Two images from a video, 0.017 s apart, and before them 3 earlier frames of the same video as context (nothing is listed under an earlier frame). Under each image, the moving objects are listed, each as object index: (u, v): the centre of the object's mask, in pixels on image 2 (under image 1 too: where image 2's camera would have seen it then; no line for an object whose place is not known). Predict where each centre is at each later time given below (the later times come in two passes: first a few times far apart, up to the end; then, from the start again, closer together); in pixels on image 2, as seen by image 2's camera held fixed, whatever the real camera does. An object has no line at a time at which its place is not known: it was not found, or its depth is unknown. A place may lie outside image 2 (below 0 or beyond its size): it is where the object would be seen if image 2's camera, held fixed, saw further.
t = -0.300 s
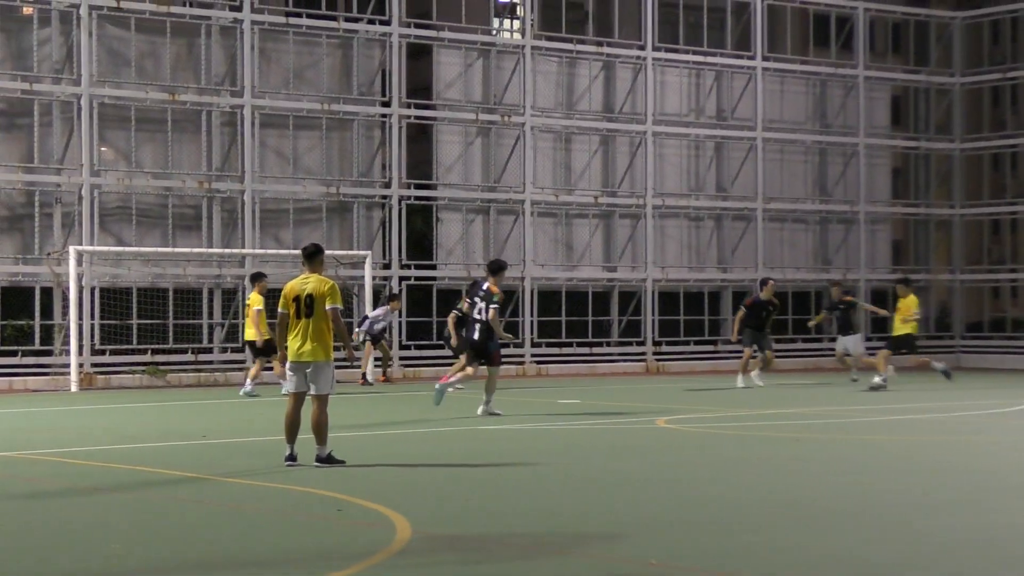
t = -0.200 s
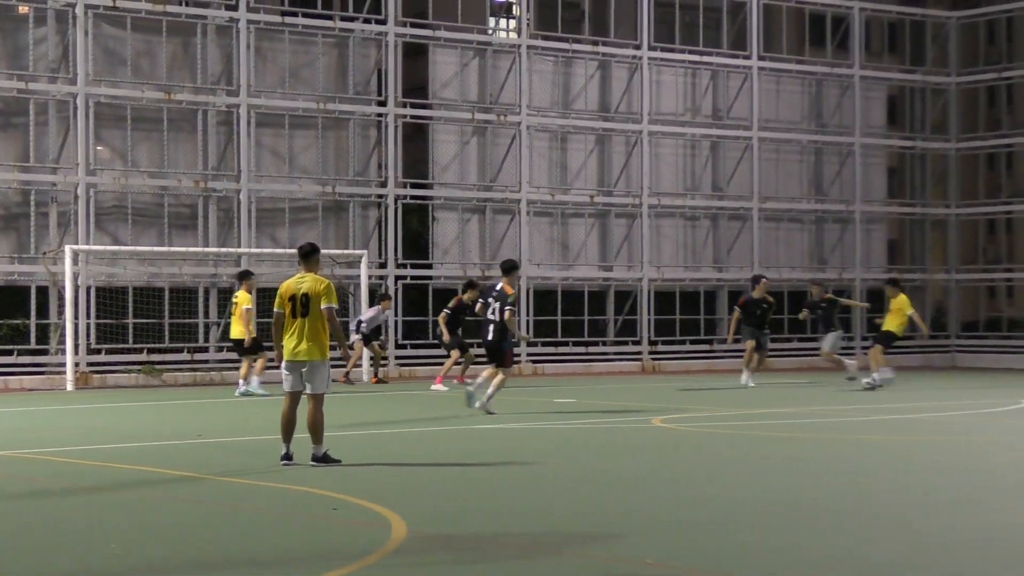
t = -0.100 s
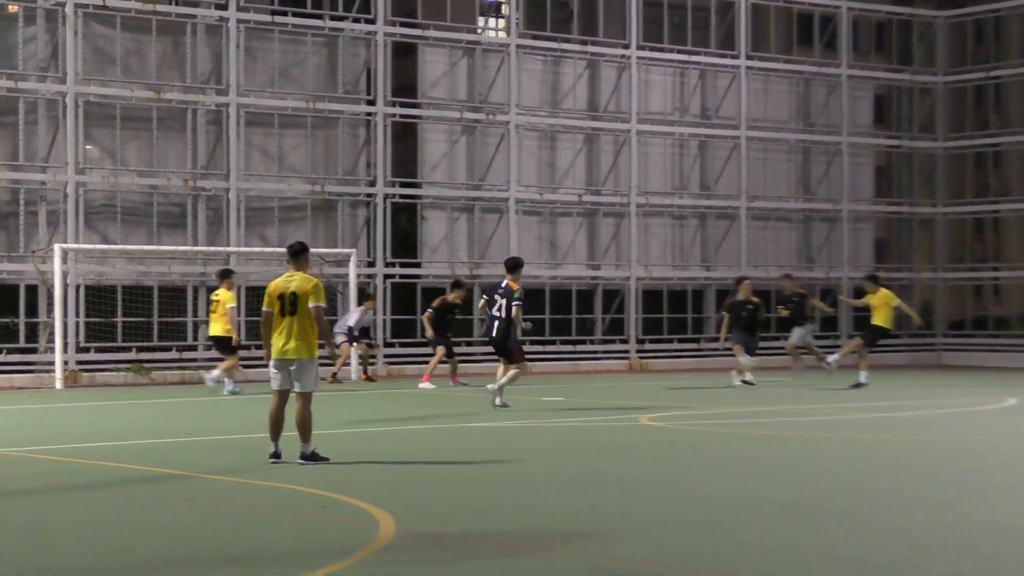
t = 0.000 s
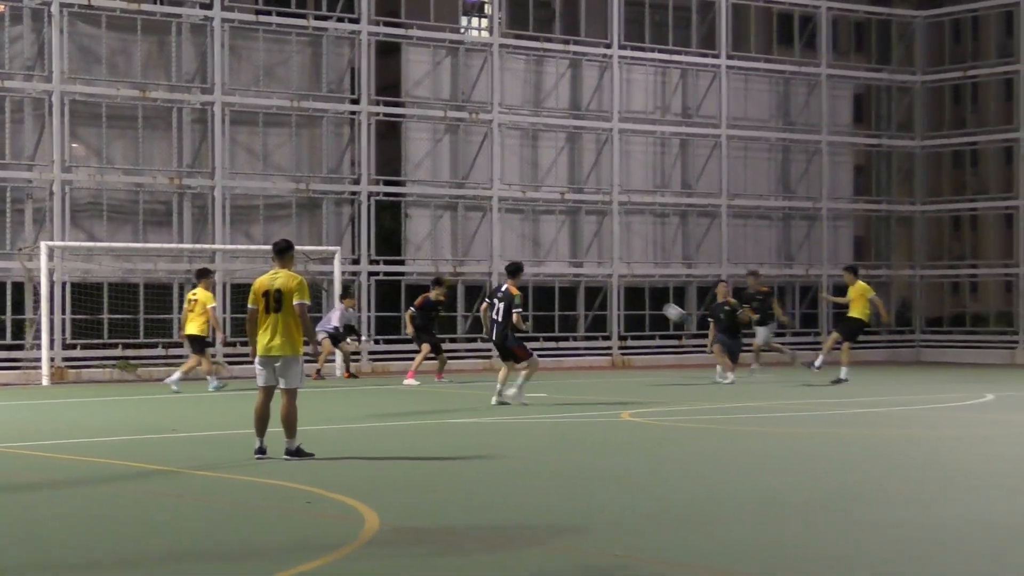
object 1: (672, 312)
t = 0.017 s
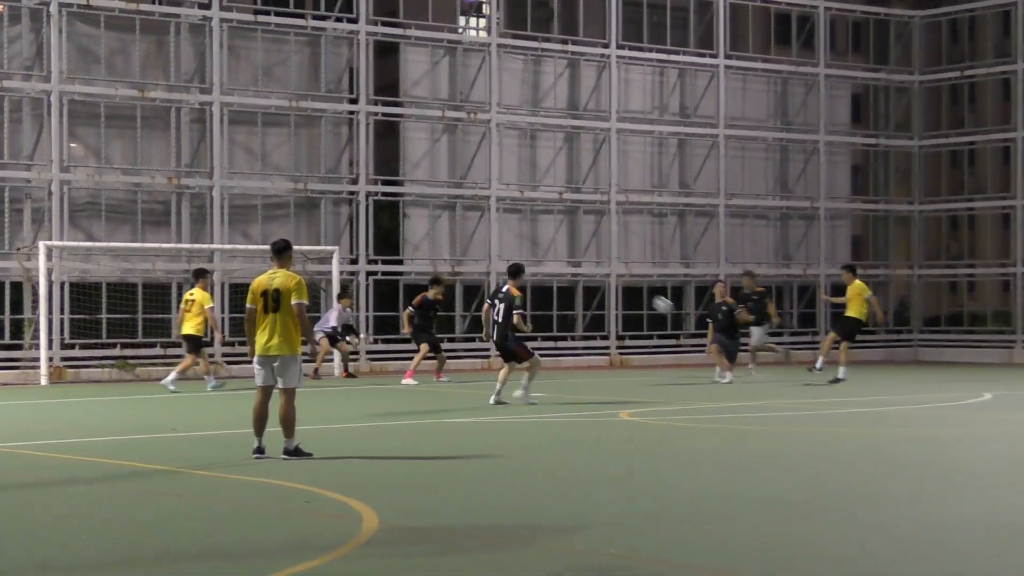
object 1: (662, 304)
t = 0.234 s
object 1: (536, 224)
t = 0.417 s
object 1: (418, 178)
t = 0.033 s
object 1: (653, 298)
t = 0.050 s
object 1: (644, 291)
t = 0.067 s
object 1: (635, 284)
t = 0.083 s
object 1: (625, 277)
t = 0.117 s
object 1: (607, 264)
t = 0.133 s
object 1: (598, 258)
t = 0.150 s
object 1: (587, 251)
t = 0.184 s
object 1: (567, 239)
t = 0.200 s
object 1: (559, 233)
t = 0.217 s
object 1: (548, 227)
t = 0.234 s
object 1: (536, 224)
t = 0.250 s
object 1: (527, 218)
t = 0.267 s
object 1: (516, 213)
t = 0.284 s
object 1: (506, 208)
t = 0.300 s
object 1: (495, 204)
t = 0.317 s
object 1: (485, 201)
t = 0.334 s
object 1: (474, 195)
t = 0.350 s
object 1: (463, 191)
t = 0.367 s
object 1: (452, 188)
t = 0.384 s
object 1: (441, 184)
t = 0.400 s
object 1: (430, 181)
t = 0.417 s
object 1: (418, 178)
